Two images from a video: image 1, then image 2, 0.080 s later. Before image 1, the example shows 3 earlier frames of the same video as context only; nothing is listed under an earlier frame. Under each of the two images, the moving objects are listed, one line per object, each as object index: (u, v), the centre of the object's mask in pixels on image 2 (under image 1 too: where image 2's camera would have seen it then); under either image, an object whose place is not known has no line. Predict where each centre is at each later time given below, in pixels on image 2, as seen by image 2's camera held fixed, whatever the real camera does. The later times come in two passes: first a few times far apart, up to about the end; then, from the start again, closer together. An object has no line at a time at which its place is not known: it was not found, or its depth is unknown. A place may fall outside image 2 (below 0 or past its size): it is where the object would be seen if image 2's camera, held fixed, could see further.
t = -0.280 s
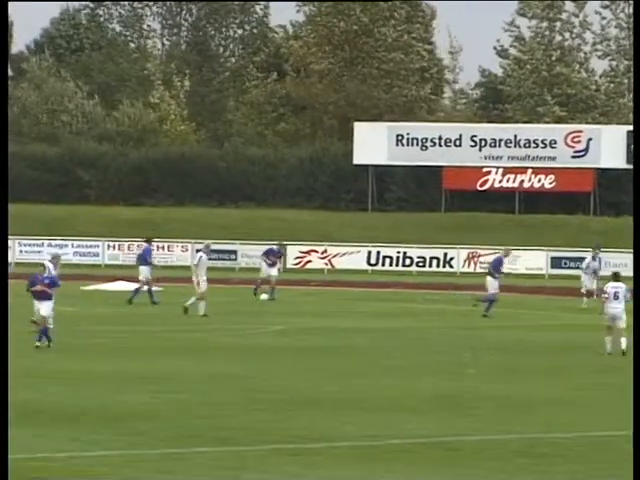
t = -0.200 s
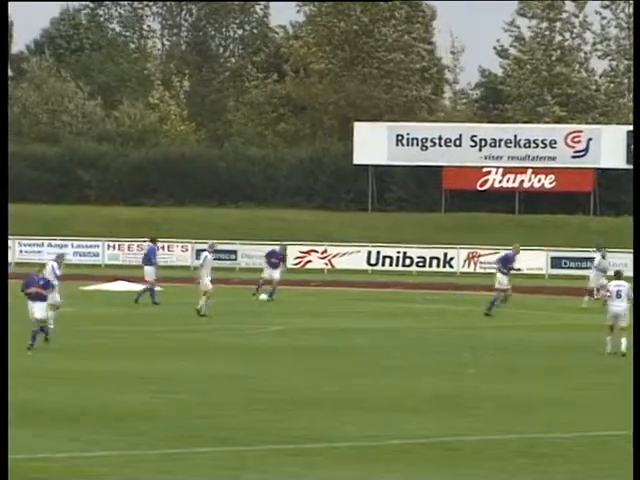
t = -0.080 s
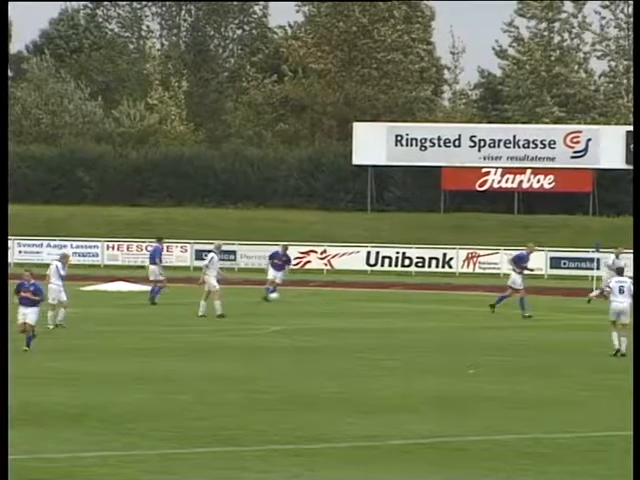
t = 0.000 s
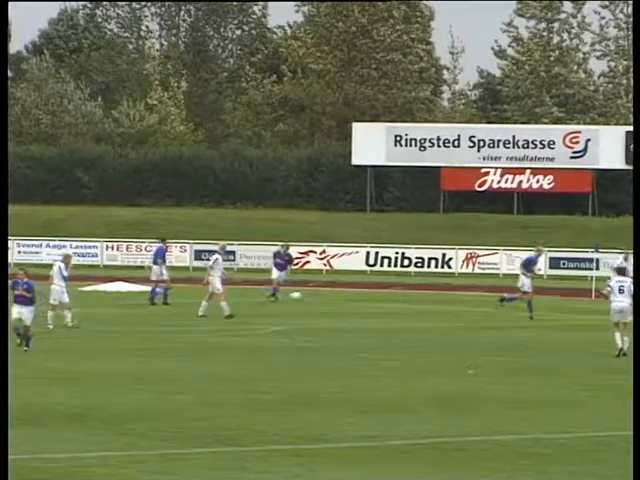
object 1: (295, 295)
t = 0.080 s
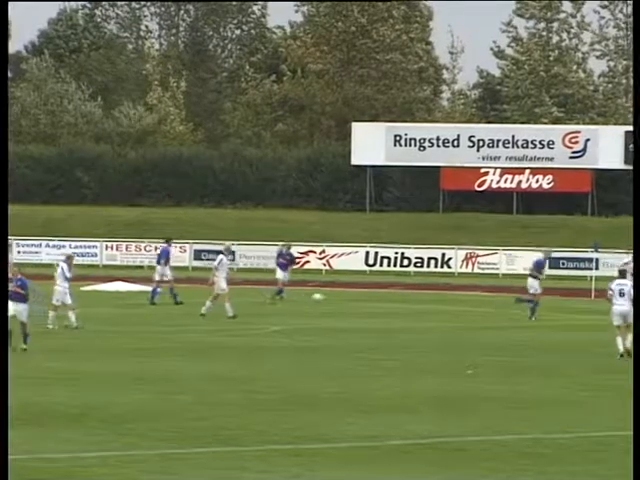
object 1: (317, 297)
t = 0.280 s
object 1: (372, 302)
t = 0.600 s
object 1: (452, 307)
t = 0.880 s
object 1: (502, 311)
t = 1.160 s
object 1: (543, 313)
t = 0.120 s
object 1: (329, 298)
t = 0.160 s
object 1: (341, 300)
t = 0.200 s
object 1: (352, 302)
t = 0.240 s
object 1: (362, 302)
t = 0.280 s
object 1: (372, 302)
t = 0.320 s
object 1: (382, 303)
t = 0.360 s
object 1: (392, 303)
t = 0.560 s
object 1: (442, 306)
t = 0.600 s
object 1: (452, 307)
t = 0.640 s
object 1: (460, 308)
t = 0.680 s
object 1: (468, 308)
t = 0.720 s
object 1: (475, 308)
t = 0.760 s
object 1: (482, 308)
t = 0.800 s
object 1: (490, 309)
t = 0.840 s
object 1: (497, 310)
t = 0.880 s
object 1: (502, 311)
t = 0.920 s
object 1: (508, 310)
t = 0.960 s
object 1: (515, 311)
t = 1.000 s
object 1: (521, 312)
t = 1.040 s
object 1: (527, 312)
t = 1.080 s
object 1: (533, 312)
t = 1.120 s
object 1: (538, 312)
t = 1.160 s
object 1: (543, 313)
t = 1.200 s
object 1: (549, 313)
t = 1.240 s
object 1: (554, 314)
